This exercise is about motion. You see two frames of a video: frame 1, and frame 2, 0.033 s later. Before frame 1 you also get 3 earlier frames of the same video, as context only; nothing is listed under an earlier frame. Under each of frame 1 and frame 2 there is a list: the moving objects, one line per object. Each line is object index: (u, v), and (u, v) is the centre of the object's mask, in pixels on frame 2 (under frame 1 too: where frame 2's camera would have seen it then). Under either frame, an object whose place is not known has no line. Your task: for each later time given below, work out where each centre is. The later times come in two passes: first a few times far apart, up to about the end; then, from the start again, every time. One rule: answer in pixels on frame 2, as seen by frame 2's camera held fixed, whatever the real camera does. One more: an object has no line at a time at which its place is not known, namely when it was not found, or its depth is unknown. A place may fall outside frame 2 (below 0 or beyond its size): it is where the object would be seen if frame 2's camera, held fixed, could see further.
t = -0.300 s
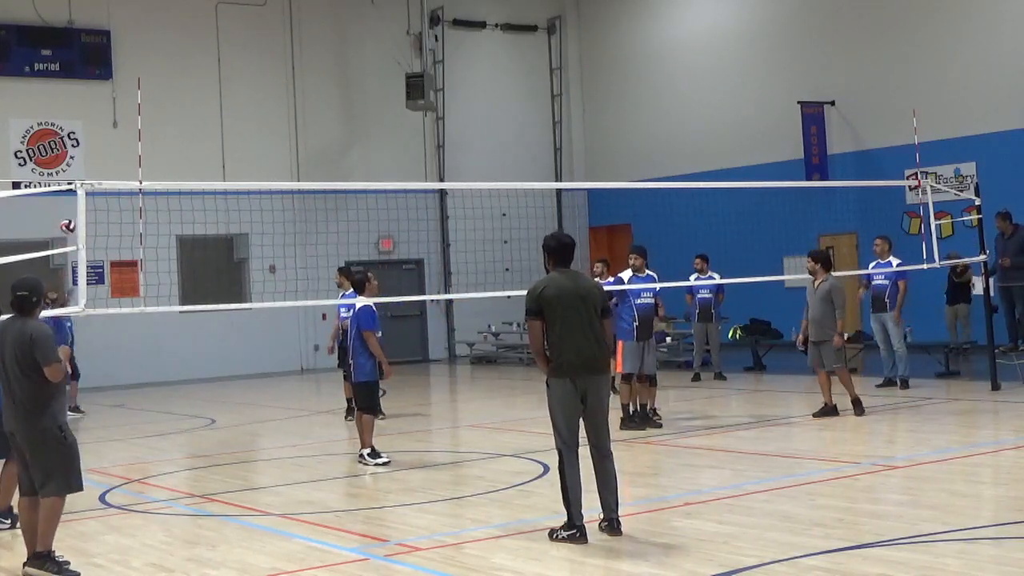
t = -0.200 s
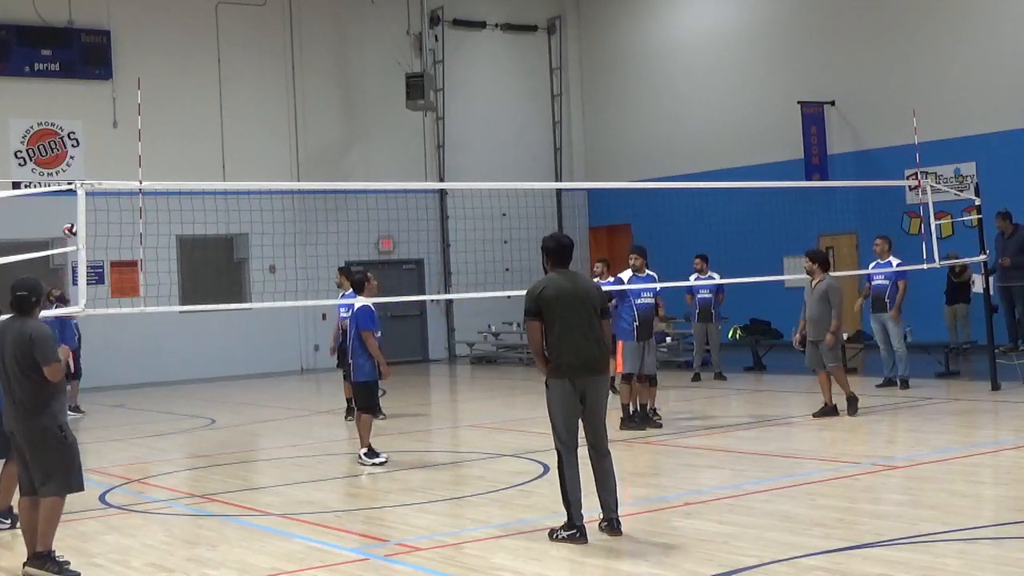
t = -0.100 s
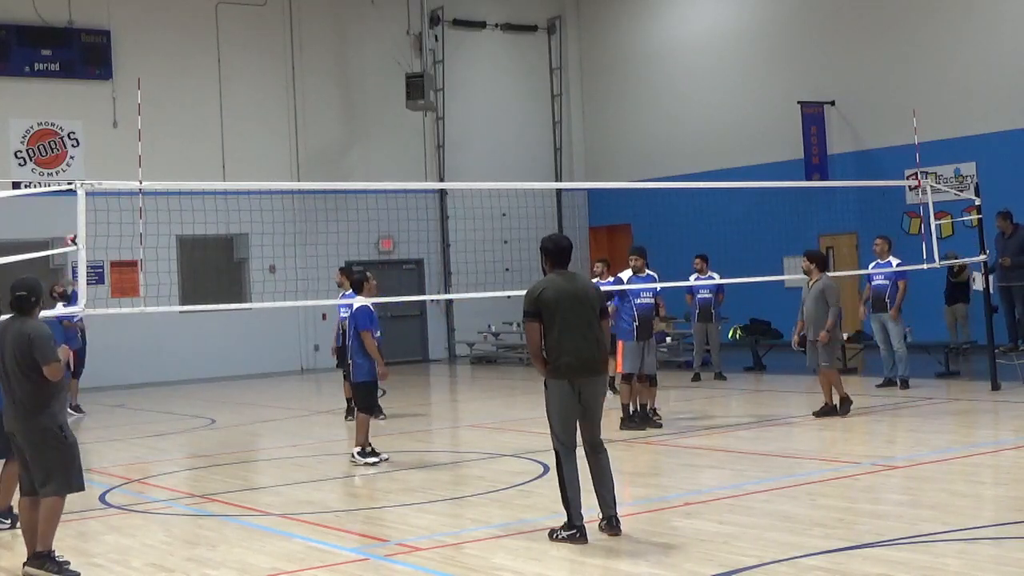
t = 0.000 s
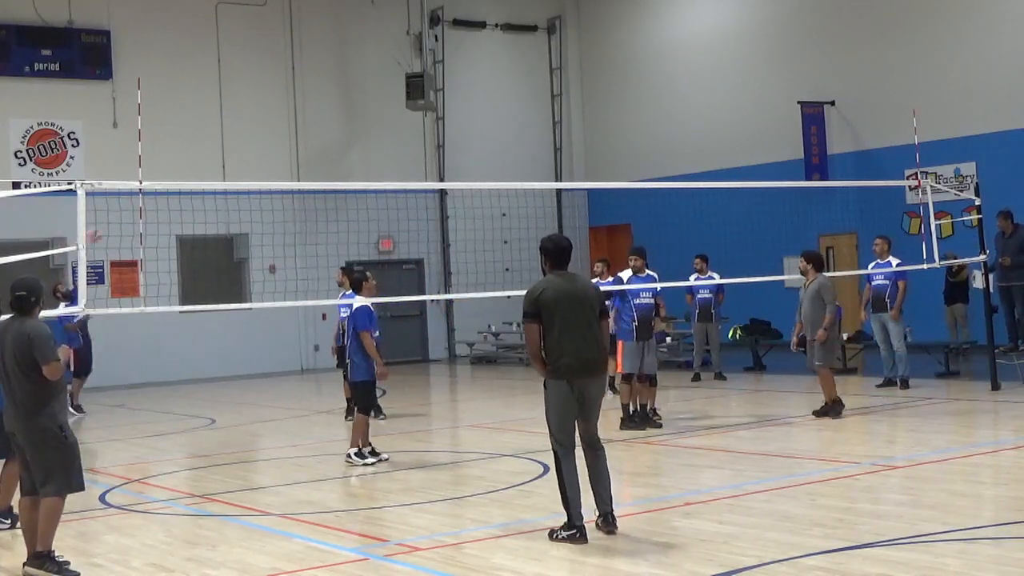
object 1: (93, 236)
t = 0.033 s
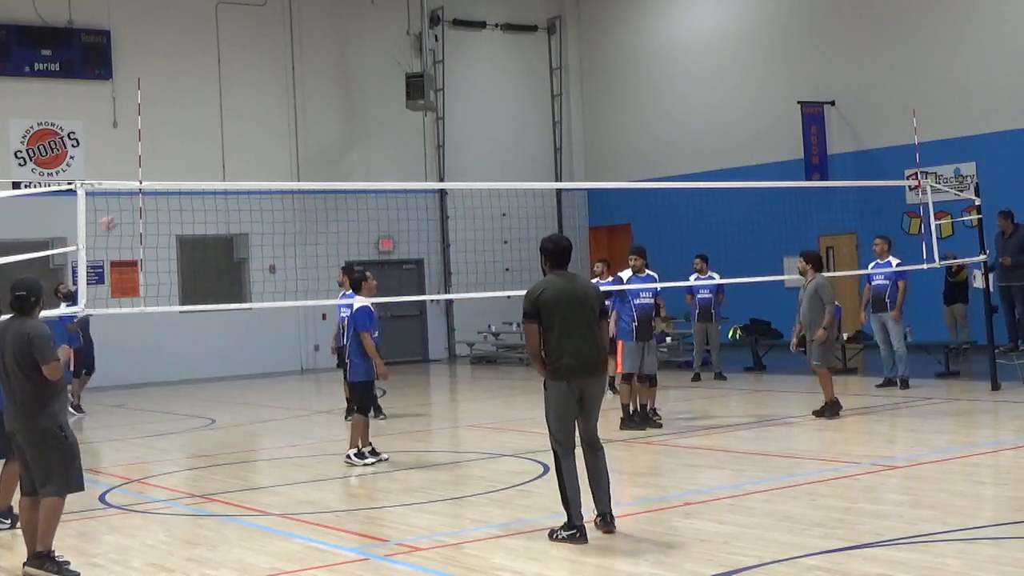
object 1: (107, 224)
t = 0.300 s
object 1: (239, 146)
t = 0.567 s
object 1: (408, 112)
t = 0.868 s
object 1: (658, 149)
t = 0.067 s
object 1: (122, 212)
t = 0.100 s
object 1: (137, 201)
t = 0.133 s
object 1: (151, 192)
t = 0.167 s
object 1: (172, 177)
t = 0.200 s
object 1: (187, 171)
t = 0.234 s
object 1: (205, 162)
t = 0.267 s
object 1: (221, 154)
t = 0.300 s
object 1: (239, 146)
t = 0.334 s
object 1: (257, 140)
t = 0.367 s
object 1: (276, 133)
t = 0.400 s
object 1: (297, 127)
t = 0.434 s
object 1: (318, 123)
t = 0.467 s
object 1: (339, 118)
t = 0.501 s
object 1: (361, 116)
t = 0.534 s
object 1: (384, 113)
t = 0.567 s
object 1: (408, 112)
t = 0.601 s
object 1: (431, 111)
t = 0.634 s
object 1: (454, 111)
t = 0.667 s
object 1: (482, 114)
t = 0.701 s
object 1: (508, 116)
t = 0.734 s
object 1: (535, 119)
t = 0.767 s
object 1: (564, 123)
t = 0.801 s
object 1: (593, 130)
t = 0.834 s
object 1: (625, 140)
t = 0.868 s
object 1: (658, 149)
